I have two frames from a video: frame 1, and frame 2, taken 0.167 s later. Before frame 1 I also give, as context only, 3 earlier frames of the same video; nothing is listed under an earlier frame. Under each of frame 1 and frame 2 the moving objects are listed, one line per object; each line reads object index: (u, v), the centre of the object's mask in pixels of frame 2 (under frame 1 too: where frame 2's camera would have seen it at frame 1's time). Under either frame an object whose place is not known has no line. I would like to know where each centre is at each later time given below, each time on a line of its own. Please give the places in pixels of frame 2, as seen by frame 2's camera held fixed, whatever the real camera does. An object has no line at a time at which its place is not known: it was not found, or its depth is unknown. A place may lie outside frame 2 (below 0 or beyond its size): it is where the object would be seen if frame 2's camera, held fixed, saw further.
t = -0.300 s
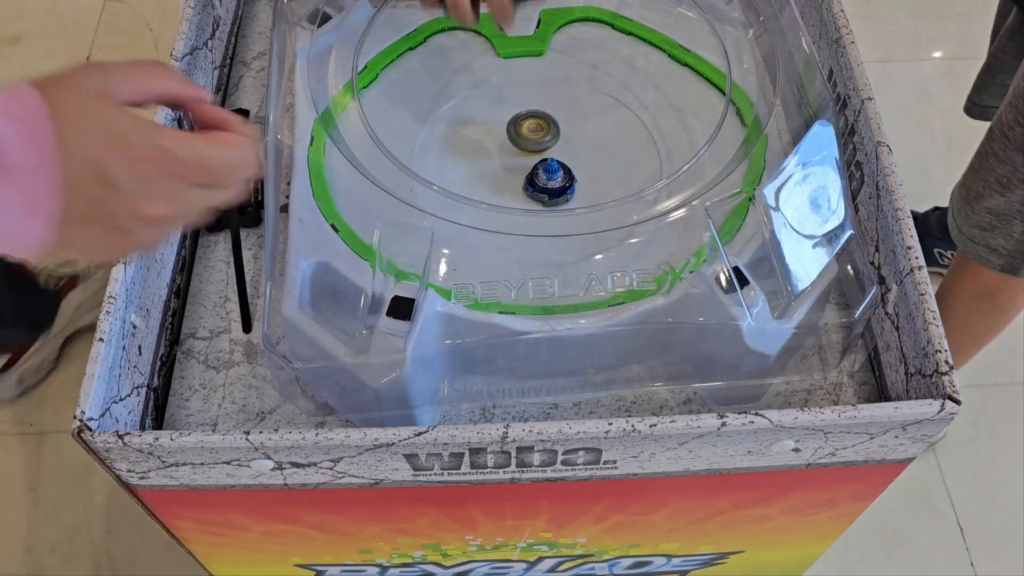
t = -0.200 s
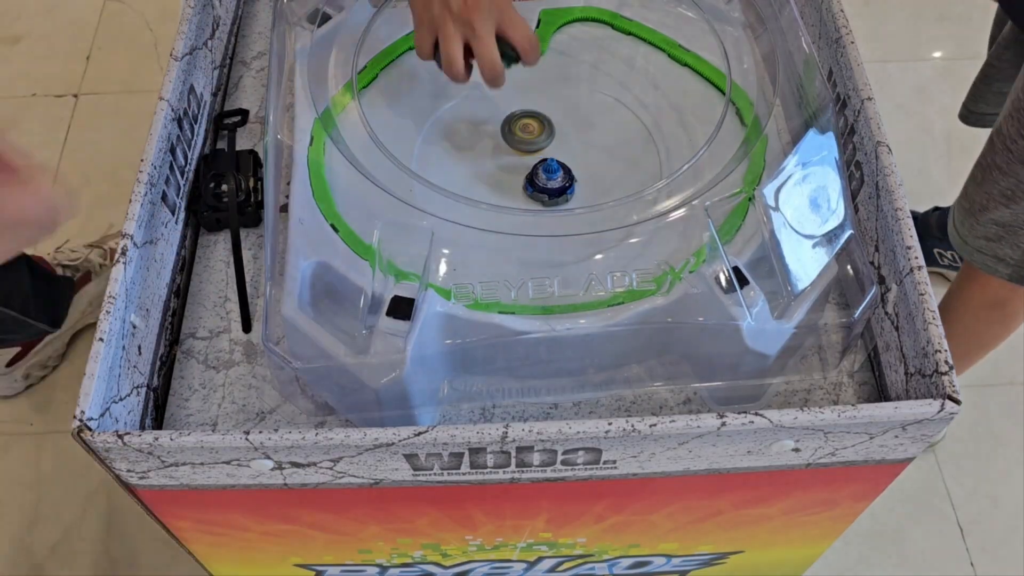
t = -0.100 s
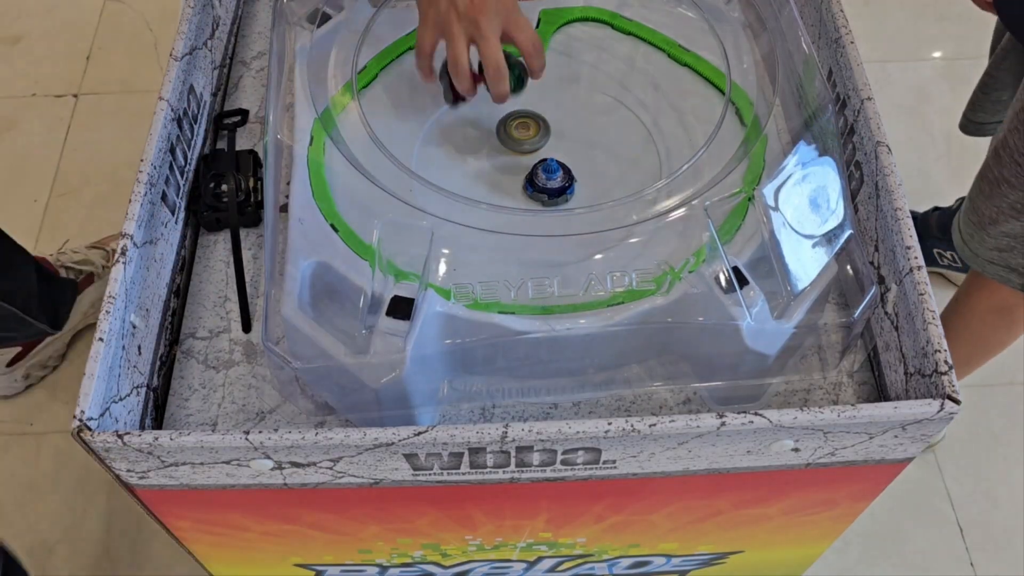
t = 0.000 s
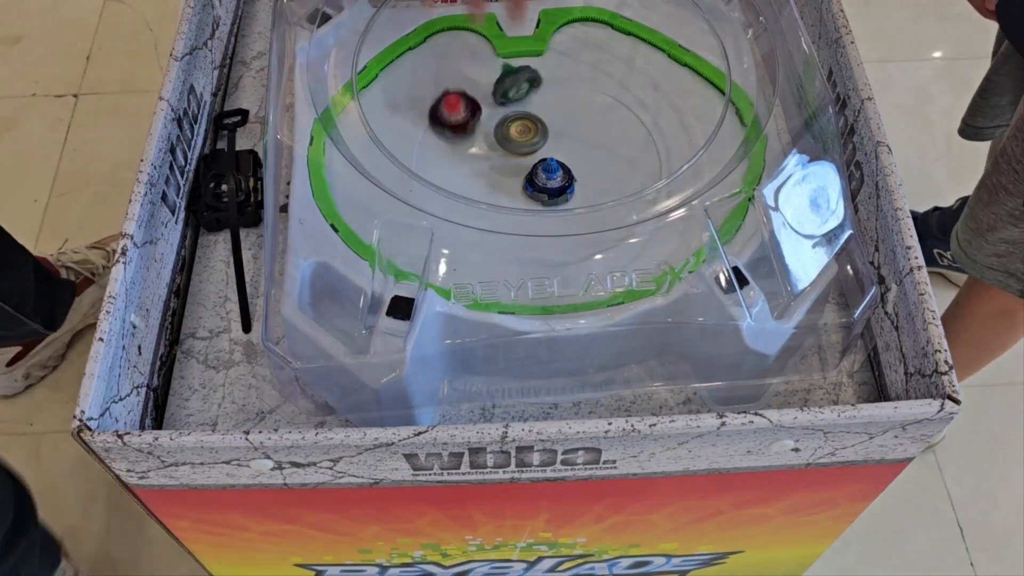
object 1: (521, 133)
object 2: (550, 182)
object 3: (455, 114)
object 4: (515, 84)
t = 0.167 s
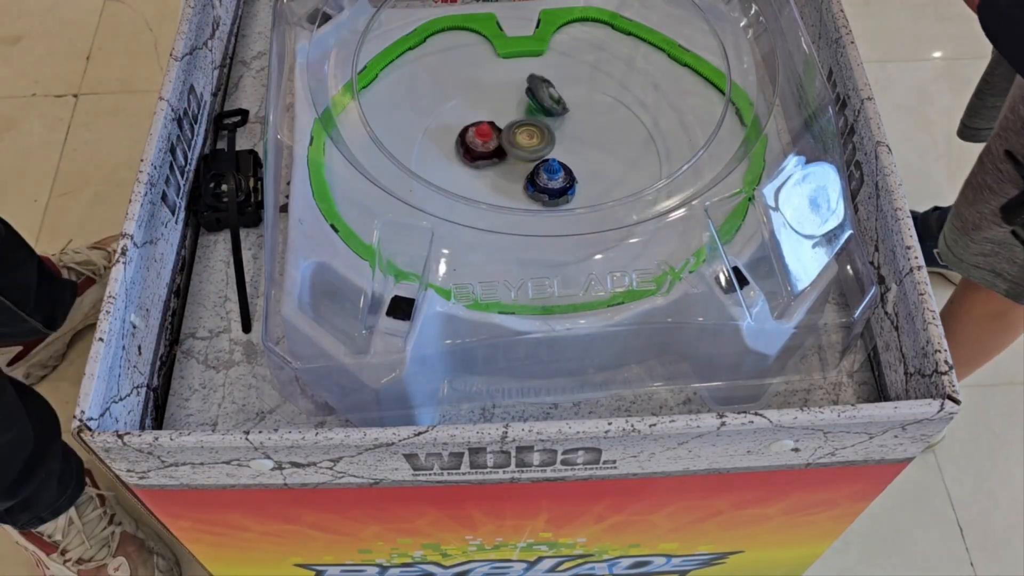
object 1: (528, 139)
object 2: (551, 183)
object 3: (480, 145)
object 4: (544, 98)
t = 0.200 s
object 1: (528, 139)
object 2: (552, 184)
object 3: (483, 147)
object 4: (547, 102)
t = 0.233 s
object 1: (530, 139)
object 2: (552, 185)
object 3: (484, 148)
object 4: (547, 105)
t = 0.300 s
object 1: (531, 139)
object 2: (552, 185)
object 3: (485, 149)
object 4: (547, 108)
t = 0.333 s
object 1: (532, 139)
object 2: (552, 185)
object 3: (486, 149)
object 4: (547, 108)
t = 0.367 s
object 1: (533, 137)
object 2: (553, 186)
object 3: (486, 149)
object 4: (547, 108)
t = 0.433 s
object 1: (534, 138)
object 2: (552, 185)
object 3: (487, 149)
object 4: (549, 107)
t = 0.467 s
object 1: (534, 138)
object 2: (552, 185)
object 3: (487, 149)
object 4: (550, 107)
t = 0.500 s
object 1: (536, 138)
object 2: (553, 185)
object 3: (487, 149)
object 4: (550, 108)
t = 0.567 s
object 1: (539, 137)
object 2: (553, 186)
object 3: (488, 149)
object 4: (549, 107)
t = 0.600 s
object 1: (540, 137)
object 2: (553, 186)
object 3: (488, 149)
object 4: (550, 107)
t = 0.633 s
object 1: (538, 138)
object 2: (552, 186)
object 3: (488, 149)
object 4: (552, 107)
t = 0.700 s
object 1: (535, 140)
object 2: (553, 186)
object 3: (487, 150)
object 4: (556, 110)
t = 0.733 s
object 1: (533, 141)
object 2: (552, 186)
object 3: (486, 149)
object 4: (557, 112)
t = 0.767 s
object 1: (532, 142)
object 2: (553, 186)
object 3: (486, 149)
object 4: (558, 113)
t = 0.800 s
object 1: (532, 143)
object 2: (553, 186)
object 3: (487, 149)
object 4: (558, 113)
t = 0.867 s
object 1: (532, 142)
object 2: (553, 186)
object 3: (487, 150)
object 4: (555, 114)
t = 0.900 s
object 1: (531, 142)
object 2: (553, 186)
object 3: (487, 150)
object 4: (554, 114)
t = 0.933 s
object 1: (530, 142)
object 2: (553, 186)
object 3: (486, 150)
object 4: (553, 115)
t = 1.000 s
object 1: (528, 143)
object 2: (554, 187)
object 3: (485, 149)
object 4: (554, 115)
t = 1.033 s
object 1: (529, 144)
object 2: (554, 188)
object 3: (486, 149)
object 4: (554, 116)
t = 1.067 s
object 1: (531, 145)
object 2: (554, 188)
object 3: (487, 149)
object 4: (554, 115)
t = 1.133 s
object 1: (530, 142)
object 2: (556, 191)
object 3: (486, 150)
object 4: (555, 115)
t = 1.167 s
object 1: (532, 142)
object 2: (556, 191)
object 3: (486, 149)
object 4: (554, 114)
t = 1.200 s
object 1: (533, 144)
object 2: (556, 191)
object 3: (486, 149)
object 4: (554, 114)
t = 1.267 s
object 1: (529, 151)
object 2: (556, 191)
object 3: (485, 148)
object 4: (553, 116)
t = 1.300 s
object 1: (529, 150)
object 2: (557, 192)
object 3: (485, 148)
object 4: (553, 117)
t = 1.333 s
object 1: (528, 147)
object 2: (559, 193)
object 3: (484, 146)
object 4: (553, 116)
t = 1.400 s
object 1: (536, 158)
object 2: (560, 194)
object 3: (484, 142)
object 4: (552, 118)
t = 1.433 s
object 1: (537, 158)
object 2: (561, 194)
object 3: (484, 142)
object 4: (551, 118)
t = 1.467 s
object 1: (537, 157)
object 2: (560, 194)
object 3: (485, 142)
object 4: (551, 118)
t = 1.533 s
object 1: (537, 151)
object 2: (560, 194)
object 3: (485, 142)
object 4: (551, 118)
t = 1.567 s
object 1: (537, 148)
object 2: (560, 194)
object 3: (485, 142)
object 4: (551, 118)
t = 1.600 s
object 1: (537, 147)
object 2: (560, 194)
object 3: (485, 142)
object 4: (551, 118)
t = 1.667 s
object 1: (533, 146)
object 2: (560, 194)
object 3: (485, 142)
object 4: (553, 118)
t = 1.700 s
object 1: (531, 147)
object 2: (560, 194)
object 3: (484, 141)
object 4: (555, 118)
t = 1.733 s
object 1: (531, 149)
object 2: (560, 194)
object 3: (483, 141)
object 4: (556, 117)
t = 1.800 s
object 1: (533, 150)
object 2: (560, 194)
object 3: (484, 141)
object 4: (557, 117)
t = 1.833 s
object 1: (535, 150)
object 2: (560, 194)
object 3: (484, 141)
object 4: (556, 117)
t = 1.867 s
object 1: (537, 150)
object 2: (560, 194)
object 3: (484, 141)
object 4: (554, 115)
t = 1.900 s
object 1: (539, 151)
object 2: (560, 194)
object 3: (484, 141)
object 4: (554, 115)
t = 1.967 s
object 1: (546, 152)
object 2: (560, 194)
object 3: (484, 141)
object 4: (553, 115)
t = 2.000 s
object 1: (549, 152)
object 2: (560, 194)
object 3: (484, 141)
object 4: (553, 115)
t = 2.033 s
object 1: (551, 151)
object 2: (560, 194)
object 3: (484, 141)
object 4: (553, 115)
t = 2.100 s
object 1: (549, 150)
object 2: (560, 194)
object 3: (484, 141)
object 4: (553, 115)
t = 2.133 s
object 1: (547, 150)
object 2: (560, 194)
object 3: (484, 141)
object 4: (553, 115)
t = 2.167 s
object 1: (546, 151)
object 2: (560, 194)
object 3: (484, 141)
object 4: (553, 115)
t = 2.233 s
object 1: (544, 151)
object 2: (560, 194)
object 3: (484, 141)
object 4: (553, 115)
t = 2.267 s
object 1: (544, 151)
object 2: (560, 194)
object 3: (484, 141)
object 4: (553, 115)
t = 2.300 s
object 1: (544, 151)
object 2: (560, 194)
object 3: (484, 141)
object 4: (553, 115)
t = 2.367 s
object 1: (544, 151)
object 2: (560, 194)
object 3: (484, 141)
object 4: (553, 115)
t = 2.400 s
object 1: (544, 151)
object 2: (560, 194)
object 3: (484, 141)
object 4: (553, 115)
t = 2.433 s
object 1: (545, 151)
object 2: (560, 194)
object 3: (484, 141)
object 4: (553, 115)
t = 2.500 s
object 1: (545, 151)
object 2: (560, 194)
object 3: (484, 141)
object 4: (553, 115)
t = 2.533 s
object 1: (545, 151)
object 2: (560, 194)
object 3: (484, 141)
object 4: (553, 115)
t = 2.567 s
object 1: (545, 151)
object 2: (560, 194)
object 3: (484, 141)
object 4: (553, 115)
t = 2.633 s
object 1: (544, 151)
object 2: (560, 194)
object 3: (484, 141)
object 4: (553, 115)
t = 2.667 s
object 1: (544, 151)
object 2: (560, 194)
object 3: (484, 141)
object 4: (553, 115)
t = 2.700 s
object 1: (544, 151)
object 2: (560, 194)
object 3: (484, 141)
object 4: (553, 115)
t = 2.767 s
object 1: (544, 151)
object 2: (560, 194)
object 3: (484, 141)
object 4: (553, 115)
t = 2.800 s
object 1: (544, 151)
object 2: (560, 194)
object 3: (484, 141)
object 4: (553, 115)
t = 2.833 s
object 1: (544, 151)
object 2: (560, 194)
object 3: (484, 141)
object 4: (553, 115)
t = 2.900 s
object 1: (544, 151)
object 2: (560, 194)
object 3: (484, 141)
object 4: (553, 115)
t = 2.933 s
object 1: (544, 151)
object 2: (560, 194)
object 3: (484, 141)
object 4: (553, 115)
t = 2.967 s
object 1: (544, 151)
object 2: (560, 194)
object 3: (484, 141)
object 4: (553, 115)
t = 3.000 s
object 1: (544, 151)
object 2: (560, 194)
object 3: (484, 141)
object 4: (553, 115)
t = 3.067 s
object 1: (544, 151)
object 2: (560, 194)
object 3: (484, 141)
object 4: (553, 115)
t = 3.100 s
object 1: (544, 151)
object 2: (560, 194)
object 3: (484, 141)
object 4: (553, 115)
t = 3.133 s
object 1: (544, 151)
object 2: (560, 194)
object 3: (484, 141)
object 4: (553, 115)
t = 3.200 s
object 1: (544, 151)
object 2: (560, 194)
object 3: (484, 141)
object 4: (553, 115)
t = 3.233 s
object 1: (544, 151)
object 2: (560, 194)
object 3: (484, 141)
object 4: (553, 115)
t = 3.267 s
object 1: (544, 151)
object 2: (560, 194)
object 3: (484, 141)
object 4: (553, 115)
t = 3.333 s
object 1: (544, 151)
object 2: (560, 194)
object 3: (484, 141)
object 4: (553, 115)
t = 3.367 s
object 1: (544, 151)
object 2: (560, 194)
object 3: (484, 141)
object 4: (553, 115)
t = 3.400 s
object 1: (544, 151)
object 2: (560, 194)
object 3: (484, 141)
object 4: (553, 115)
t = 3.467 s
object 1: (544, 151)
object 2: (560, 194)
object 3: (484, 141)
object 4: (553, 115)
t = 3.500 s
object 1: (544, 151)
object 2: (560, 194)
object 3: (484, 141)
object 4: (553, 115)
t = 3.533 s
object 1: (544, 151)
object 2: (560, 194)
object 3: (484, 141)
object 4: (553, 115)
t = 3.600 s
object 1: (544, 151)
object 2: (560, 194)
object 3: (484, 141)
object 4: (553, 115)
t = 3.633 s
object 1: (544, 151)
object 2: (560, 194)
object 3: (484, 141)
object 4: (553, 115)
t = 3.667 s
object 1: (544, 151)
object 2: (560, 194)
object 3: (484, 141)
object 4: (553, 115)
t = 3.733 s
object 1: (544, 151)
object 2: (560, 194)
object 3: (484, 141)
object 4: (553, 115)
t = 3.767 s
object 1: (544, 151)
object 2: (560, 194)
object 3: (484, 141)
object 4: (553, 115)
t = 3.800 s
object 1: (544, 151)
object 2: (560, 194)
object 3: (484, 141)
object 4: (553, 115)
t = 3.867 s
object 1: (544, 151)
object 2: (560, 194)
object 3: (484, 141)
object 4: (553, 115)
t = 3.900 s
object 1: (544, 151)
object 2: (560, 194)
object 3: (484, 141)
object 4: (553, 115)
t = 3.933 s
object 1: (544, 151)
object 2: (560, 194)
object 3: (484, 141)
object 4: (553, 115)
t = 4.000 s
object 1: (544, 151)
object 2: (560, 194)
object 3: (484, 141)
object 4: (553, 115)
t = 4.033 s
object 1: (544, 151)
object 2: (560, 194)
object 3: (484, 141)
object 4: (553, 115)
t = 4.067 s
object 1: (544, 151)
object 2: (560, 194)
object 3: (484, 141)
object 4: (553, 115)
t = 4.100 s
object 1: (544, 151)
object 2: (560, 194)
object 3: (484, 141)
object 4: (553, 115)
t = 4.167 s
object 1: (544, 151)
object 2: (560, 194)
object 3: (484, 141)
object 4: (553, 115)
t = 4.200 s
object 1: (544, 151)
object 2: (560, 194)
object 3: (484, 141)
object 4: (553, 115)
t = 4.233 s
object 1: (544, 151)
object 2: (560, 194)
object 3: (484, 141)
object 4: (553, 115)
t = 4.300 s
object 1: (544, 151)
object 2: (560, 194)
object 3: (484, 141)
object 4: (553, 115)
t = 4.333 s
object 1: (544, 151)
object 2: (560, 194)
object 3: (484, 141)
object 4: (553, 115)
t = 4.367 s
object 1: (544, 151)
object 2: (560, 194)
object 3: (484, 141)
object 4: (553, 115)
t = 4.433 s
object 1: (544, 151)
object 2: (560, 194)
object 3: (484, 141)
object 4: (553, 115)
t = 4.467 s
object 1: (544, 151)
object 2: (560, 194)
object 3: (484, 141)
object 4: (553, 115)
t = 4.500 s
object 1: (544, 151)
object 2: (560, 194)
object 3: (484, 141)
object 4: (553, 115)
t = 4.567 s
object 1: (544, 151)
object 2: (560, 194)
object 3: (484, 141)
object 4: (553, 115)
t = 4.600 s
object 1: (544, 151)
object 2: (560, 195)
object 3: (484, 141)
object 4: (553, 115)
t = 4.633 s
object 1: (544, 151)
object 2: (560, 195)
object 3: (484, 141)
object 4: (553, 116)
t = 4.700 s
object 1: (544, 151)
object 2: (560, 195)
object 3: (484, 141)
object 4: (553, 116)
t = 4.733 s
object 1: (544, 151)
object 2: (560, 195)
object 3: (484, 141)
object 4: (553, 116)
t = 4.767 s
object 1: (544, 151)
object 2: (560, 195)
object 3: (484, 141)
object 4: (553, 116)
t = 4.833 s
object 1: (544, 152)
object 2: (559, 196)
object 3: (484, 142)
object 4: (553, 116)
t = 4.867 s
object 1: (544, 152)
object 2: (559, 196)
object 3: (484, 142)
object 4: (553, 117)
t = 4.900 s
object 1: (544, 153)
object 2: (559, 196)
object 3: (484, 143)
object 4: (553, 117)
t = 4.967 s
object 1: (544, 153)
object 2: (559, 196)
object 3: (483, 143)
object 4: (553, 117)
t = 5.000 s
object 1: (544, 153)
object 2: (559, 196)
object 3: (483, 143)
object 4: (553, 117)
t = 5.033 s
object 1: (544, 152)
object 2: (559, 195)
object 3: (483, 142)
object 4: (552, 117)
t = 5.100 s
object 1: (542, 151)
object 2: (556, 194)
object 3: (480, 141)
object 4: (550, 115)
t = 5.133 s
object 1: (541, 150)
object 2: (554, 193)
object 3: (479, 140)
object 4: (548, 115)
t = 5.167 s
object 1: (540, 150)
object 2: (552, 192)
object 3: (477, 139)
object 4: (546, 114)
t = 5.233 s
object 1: (537, 149)
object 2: (549, 192)
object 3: (474, 139)
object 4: (543, 113)
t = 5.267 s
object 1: (536, 150)
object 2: (548, 192)
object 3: (473, 139)
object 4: (543, 114)
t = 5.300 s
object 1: (534, 150)
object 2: (548, 193)
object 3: (473, 140)
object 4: (542, 115)
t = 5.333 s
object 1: (532, 151)
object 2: (547, 194)
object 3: (472, 141)
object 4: (542, 115)
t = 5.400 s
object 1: (531, 152)
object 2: (547, 195)
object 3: (472, 142)
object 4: (542, 116)
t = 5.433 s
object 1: (531, 152)
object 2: (547, 196)
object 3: (472, 142)
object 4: (542, 117)
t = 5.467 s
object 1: (531, 152)
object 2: (547, 196)
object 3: (472, 142)
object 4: (542, 117)
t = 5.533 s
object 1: (532, 152)
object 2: (548, 195)
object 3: (473, 142)
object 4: (543, 117)
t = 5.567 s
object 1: (533, 151)
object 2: (548, 193)
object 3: (473, 140)
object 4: (543, 115)
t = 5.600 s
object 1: (534, 149)
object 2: (547, 191)
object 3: (474, 138)
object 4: (544, 114)
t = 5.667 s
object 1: (535, 146)
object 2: (545, 188)
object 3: (475, 135)
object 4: (543, 111)
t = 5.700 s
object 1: (535, 145)
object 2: (544, 187)
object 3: (474, 134)
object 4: (542, 111)
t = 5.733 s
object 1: (535, 146)
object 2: (544, 188)
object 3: (474, 135)
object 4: (542, 111)
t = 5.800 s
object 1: (535, 147)
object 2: (542, 190)
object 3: (473, 136)
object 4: (542, 113)
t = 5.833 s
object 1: (534, 148)
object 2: (542, 191)
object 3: (473, 137)
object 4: (541, 114)
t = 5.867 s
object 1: (534, 149)
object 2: (542, 191)
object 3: (473, 137)
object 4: (541, 114)
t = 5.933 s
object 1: (533, 149)
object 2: (542, 191)
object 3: (473, 137)
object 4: (541, 114)
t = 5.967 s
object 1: (532, 149)
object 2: (542, 191)
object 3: (473, 137)
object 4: (541, 114)
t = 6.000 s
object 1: (531, 148)
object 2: (541, 190)
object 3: (473, 137)
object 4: (541, 114)
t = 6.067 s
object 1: (528, 147)
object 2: (539, 189)
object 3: (472, 135)
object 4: (540, 113)
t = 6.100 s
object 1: (527, 146)
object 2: (538, 188)
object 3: (471, 134)
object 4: (539, 112)
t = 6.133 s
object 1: (525, 145)
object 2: (537, 187)
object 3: (470, 134)
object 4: (539, 112)
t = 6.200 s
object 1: (523, 144)
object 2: (535, 190)
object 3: (469, 132)
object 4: (537, 110)
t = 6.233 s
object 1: (522, 144)
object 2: (534, 190)
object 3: (468, 132)
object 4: (537, 111)
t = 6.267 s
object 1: (522, 144)
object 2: (534, 190)
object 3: (468, 132)
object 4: (537, 111)
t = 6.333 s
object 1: (522, 144)
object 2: (534, 190)
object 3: (468, 132)
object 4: (537, 111)
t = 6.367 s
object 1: (522, 144)
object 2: (534, 190)
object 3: (468, 132)
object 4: (537, 111)
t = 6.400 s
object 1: (522, 144)
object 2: (534, 190)
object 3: (468, 132)
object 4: (537, 111)
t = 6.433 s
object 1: (522, 144)
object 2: (534, 190)
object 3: (468, 132)
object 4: (537, 111)
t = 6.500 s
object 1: (523, 144)
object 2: (534, 190)
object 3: (468, 132)
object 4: (537, 110)
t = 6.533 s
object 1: (523, 144)
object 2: (534, 190)
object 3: (468, 132)
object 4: (537, 111)
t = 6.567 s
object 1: (523, 144)
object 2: (534, 191)
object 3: (468, 132)
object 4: (537, 110)
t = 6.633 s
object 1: (524, 144)
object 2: (534, 191)
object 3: (468, 132)
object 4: (537, 111)
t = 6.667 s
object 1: (524, 144)
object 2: (534, 191)
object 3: (468, 132)
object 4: (537, 110)
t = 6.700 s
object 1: (525, 144)
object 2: (534, 191)
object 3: (468, 132)
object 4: (537, 110)
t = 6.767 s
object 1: (525, 144)
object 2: (534, 191)
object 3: (468, 132)
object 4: (537, 111)
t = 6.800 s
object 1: (525, 144)
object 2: (534, 191)
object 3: (468, 132)
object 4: (537, 110)
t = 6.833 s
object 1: (525, 144)
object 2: (534, 191)
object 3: (468, 132)
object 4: (537, 111)
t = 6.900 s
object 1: (524, 144)
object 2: (534, 191)
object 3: (468, 132)
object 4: (537, 110)
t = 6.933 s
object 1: (524, 144)
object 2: (534, 191)
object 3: (468, 132)
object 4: (537, 110)
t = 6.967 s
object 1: (524, 144)
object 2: (534, 191)
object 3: (468, 132)
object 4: (537, 110)
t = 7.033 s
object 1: (524, 144)
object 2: (534, 191)
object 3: (468, 132)
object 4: (537, 110)
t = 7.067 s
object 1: (524, 144)
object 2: (534, 191)
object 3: (468, 132)
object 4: (537, 110)
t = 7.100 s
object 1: (524, 144)
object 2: (534, 191)
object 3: (468, 132)
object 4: (536, 110)
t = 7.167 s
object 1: (524, 144)
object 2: (534, 191)
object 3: (468, 132)
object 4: (536, 110)
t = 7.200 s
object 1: (524, 144)
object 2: (534, 191)
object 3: (468, 132)
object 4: (537, 110)
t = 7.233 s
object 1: (524, 144)
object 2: (534, 190)
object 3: (468, 132)
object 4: (537, 110)
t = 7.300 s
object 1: (523, 144)
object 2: (534, 190)
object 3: (468, 132)
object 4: (537, 110)
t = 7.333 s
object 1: (523, 144)
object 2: (534, 191)
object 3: (468, 132)
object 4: (537, 110)
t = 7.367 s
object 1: (523, 144)
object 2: (534, 191)
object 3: (468, 132)
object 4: (537, 110)
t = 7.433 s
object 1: (523, 144)
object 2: (534, 191)
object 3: (468, 132)
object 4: (537, 110)
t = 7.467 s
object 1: (523, 144)
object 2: (534, 191)
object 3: (468, 132)
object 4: (537, 110)
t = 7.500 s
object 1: (523, 144)
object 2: (534, 191)
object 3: (468, 132)
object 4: (537, 110)
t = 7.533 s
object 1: (524, 144)
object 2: (534, 191)
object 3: (468, 132)
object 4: (537, 110)
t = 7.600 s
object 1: (524, 144)
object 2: (534, 191)
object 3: (468, 132)
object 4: (537, 110)
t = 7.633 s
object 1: (524, 144)
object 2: (534, 191)
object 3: (468, 132)
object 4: (537, 110)
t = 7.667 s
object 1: (524, 144)
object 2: (534, 191)
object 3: (468, 132)
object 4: (537, 110)
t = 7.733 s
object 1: (524, 144)
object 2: (534, 191)
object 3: (468, 132)
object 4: (537, 110)
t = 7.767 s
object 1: (523, 144)
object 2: (534, 191)
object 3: (468, 132)
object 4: (537, 110)
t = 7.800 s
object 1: (523, 144)
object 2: (534, 191)
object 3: (468, 132)
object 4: (537, 110)
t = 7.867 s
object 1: (523, 144)
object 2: (534, 191)
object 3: (468, 132)
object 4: (537, 110)
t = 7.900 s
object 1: (523, 144)
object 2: (534, 191)
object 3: (468, 132)
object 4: (537, 110)
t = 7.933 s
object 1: (523, 144)
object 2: (534, 191)
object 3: (468, 132)
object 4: (537, 110)
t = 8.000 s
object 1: (523, 144)
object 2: (534, 191)
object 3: (468, 132)
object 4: (537, 110)
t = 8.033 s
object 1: (523, 144)
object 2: (534, 191)
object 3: (468, 132)
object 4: (536, 110)
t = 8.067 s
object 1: (523, 144)
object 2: (534, 191)
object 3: (468, 132)
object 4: (537, 110)
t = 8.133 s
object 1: (523, 144)
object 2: (534, 190)
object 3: (468, 132)
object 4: (537, 110)
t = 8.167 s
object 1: (523, 144)
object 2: (534, 191)
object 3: (468, 132)
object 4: (537, 110)
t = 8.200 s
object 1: (523, 144)
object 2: (534, 191)
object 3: (468, 132)
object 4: (536, 110)
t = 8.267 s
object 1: (523, 144)
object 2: (534, 190)
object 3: (468, 132)
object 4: (537, 110)
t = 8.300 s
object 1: (523, 144)
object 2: (534, 191)
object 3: (468, 132)
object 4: (536, 110)
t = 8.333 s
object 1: (523, 144)
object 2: (534, 191)
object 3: (468, 132)
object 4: (537, 110)
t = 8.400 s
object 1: (523, 144)
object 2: (534, 191)
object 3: (468, 132)
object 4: (537, 110)
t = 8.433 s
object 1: (523, 144)
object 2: (534, 191)
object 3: (468, 132)
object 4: (536, 110)
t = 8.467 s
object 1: (523, 144)
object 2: (534, 191)
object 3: (468, 132)
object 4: (537, 110)
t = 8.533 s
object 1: (523, 144)
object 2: (534, 191)
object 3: (468, 132)
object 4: (537, 110)
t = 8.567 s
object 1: (523, 144)
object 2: (534, 191)
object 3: (468, 132)
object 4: (536, 110)
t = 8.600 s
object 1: (523, 144)
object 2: (534, 191)
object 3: (468, 132)
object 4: (537, 110)
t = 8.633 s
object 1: (523, 144)
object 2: (534, 191)
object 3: (468, 132)
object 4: (537, 110)
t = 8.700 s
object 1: (523, 144)
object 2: (534, 191)
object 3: (468, 132)
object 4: (537, 110)
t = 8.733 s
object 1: (523, 144)
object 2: (534, 191)
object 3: (468, 132)
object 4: (537, 110)
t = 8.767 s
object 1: (523, 144)
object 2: (534, 191)
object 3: (468, 132)
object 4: (537, 110)
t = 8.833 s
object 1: (523, 144)
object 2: (534, 191)
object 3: (468, 132)
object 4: (537, 110)
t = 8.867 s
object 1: (523, 144)
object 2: (534, 191)
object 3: (468, 132)
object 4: (537, 110)
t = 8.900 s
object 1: (523, 144)
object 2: (534, 191)
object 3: (468, 132)
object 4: (537, 110)
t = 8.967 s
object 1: (523, 144)
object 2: (534, 191)
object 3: (468, 132)
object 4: (537, 110)
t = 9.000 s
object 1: (523, 144)
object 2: (534, 191)
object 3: (468, 132)
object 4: (537, 110)
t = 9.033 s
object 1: (523, 144)
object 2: (534, 191)
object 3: (468, 132)
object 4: (537, 110)
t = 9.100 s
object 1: (523, 144)
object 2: (534, 191)
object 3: (468, 132)
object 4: (537, 110)
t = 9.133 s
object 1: (523, 144)
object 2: (534, 191)
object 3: (468, 132)
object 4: (537, 110)
